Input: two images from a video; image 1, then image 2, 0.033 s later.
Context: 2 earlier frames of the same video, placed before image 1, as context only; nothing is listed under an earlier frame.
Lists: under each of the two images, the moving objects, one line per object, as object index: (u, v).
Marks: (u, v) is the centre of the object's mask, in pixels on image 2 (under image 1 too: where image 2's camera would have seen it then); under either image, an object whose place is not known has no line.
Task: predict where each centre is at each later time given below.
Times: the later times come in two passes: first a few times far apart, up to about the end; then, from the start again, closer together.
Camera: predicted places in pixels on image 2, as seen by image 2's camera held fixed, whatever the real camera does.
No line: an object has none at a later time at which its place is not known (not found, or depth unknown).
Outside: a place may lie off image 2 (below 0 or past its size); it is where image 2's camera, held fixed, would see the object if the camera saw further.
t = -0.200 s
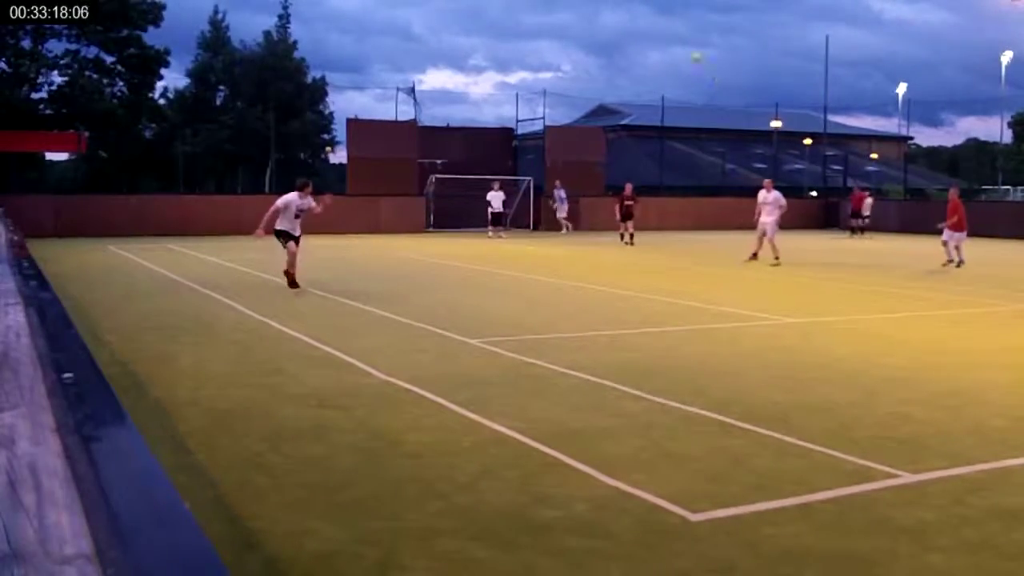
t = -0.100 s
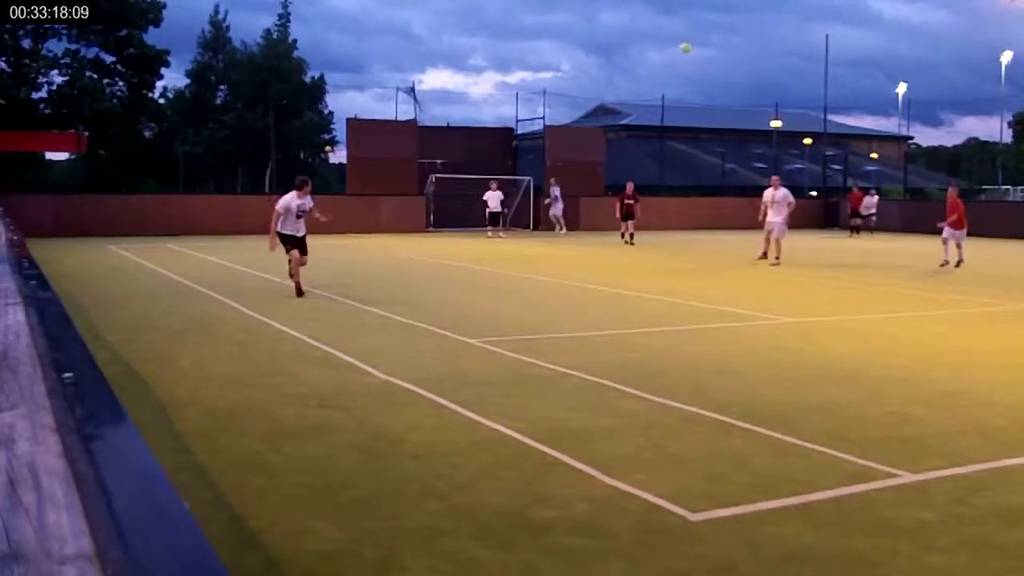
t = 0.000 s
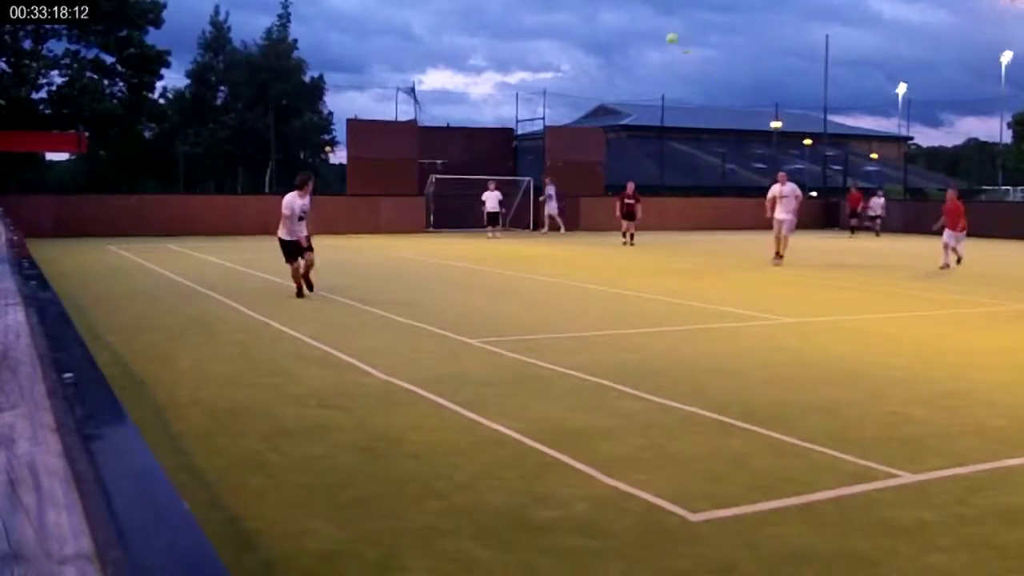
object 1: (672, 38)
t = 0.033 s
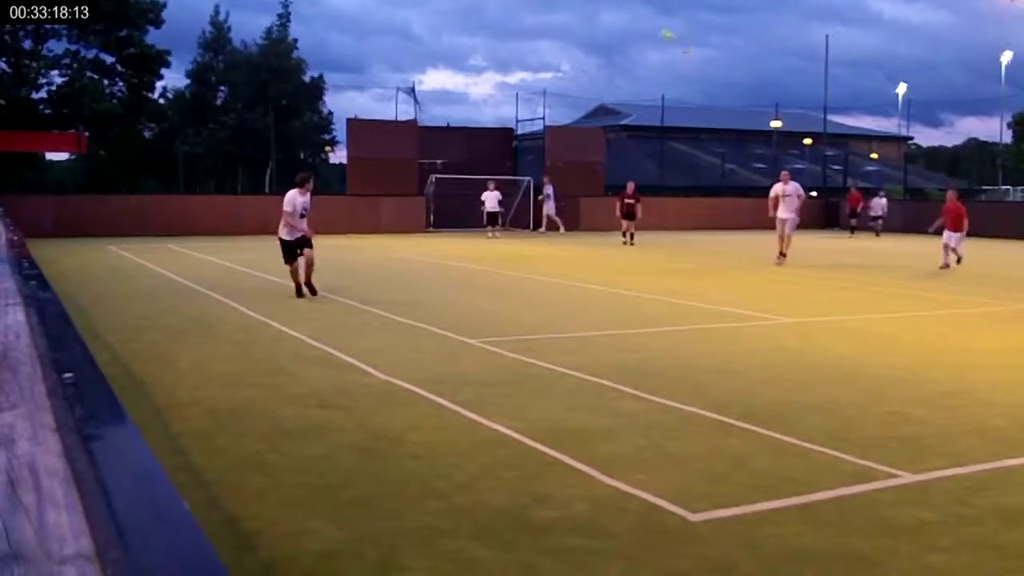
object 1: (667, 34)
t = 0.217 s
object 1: (647, 28)
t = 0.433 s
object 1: (618, 36)
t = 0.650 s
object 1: (591, 65)
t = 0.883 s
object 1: (560, 132)
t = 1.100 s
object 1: (527, 232)
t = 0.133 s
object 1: (655, 31)
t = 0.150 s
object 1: (654, 29)
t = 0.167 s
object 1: (652, 29)
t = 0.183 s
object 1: (650, 28)
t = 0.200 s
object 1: (649, 28)
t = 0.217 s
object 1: (647, 28)
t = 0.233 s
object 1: (645, 28)
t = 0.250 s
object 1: (642, 27)
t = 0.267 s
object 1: (640, 27)
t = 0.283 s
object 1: (638, 28)
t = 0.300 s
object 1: (635, 28)
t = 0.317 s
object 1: (634, 28)
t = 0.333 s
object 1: (632, 29)
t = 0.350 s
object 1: (629, 30)
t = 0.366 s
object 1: (626, 31)
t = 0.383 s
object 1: (624, 31)
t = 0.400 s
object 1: (621, 33)
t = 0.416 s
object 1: (621, 33)
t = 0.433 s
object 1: (618, 36)
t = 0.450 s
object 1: (618, 36)
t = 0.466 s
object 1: (614, 38)
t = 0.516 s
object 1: (607, 43)
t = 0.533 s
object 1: (605, 45)
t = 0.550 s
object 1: (603, 47)
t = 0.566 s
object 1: (601, 51)
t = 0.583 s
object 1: (599, 53)
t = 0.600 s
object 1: (597, 56)
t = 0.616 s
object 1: (595, 59)
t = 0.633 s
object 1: (592, 63)
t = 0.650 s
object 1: (591, 65)
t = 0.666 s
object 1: (589, 68)
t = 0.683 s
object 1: (587, 71)
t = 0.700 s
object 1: (584, 76)
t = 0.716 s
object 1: (582, 81)
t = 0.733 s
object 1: (580, 85)
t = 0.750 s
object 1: (578, 89)
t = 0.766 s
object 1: (576, 94)
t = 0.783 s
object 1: (573, 99)
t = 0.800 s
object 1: (571, 104)
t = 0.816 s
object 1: (568, 108)
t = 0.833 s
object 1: (567, 114)
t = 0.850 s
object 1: (564, 120)
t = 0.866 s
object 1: (562, 125)
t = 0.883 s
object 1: (560, 132)
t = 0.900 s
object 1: (557, 138)
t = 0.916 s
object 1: (555, 145)
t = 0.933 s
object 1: (552, 151)
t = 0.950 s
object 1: (550, 158)
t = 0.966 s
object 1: (548, 165)
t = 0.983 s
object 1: (545, 172)
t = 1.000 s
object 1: (543, 180)
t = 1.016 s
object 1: (540, 188)
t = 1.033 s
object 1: (538, 196)
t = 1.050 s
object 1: (535, 205)
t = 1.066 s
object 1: (533, 214)
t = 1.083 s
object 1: (530, 222)
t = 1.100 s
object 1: (527, 232)
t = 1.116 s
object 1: (524, 240)
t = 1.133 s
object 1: (520, 249)
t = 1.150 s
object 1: (518, 261)
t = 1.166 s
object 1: (517, 271)
